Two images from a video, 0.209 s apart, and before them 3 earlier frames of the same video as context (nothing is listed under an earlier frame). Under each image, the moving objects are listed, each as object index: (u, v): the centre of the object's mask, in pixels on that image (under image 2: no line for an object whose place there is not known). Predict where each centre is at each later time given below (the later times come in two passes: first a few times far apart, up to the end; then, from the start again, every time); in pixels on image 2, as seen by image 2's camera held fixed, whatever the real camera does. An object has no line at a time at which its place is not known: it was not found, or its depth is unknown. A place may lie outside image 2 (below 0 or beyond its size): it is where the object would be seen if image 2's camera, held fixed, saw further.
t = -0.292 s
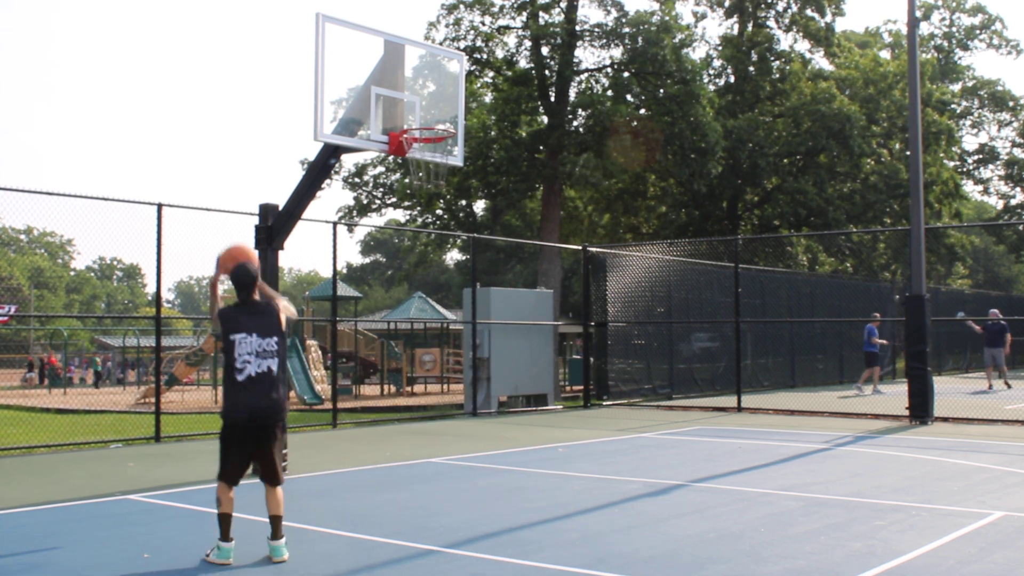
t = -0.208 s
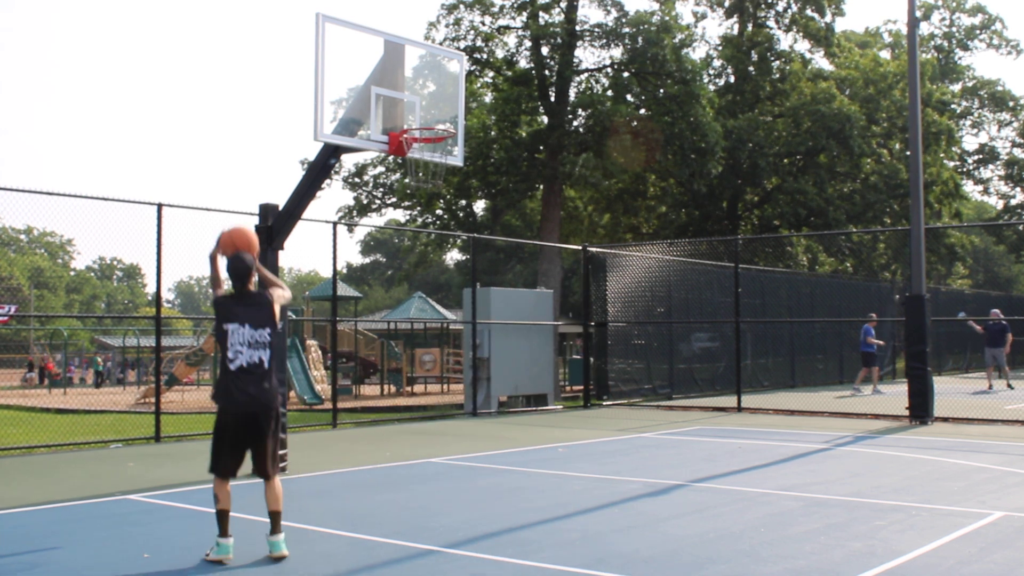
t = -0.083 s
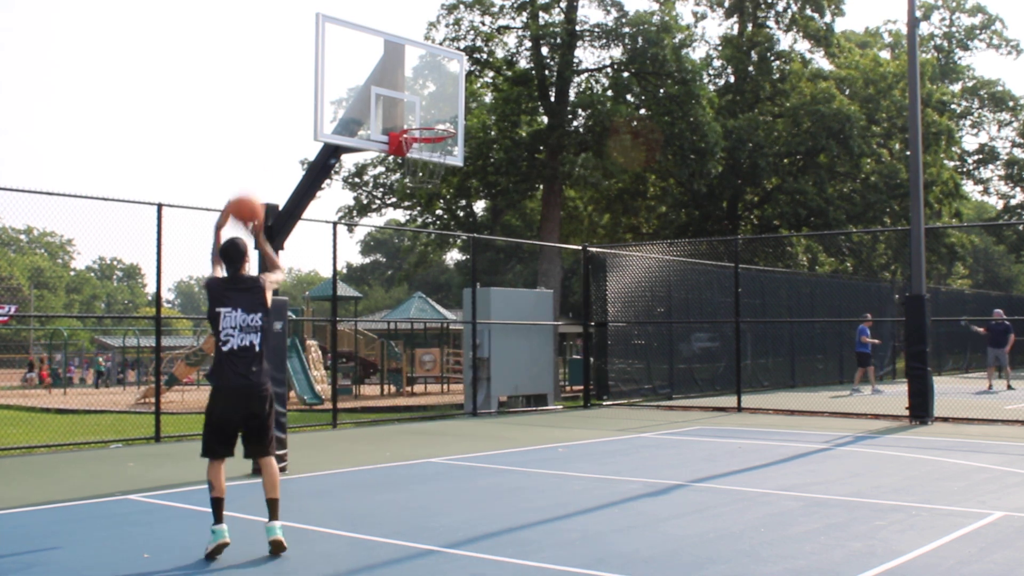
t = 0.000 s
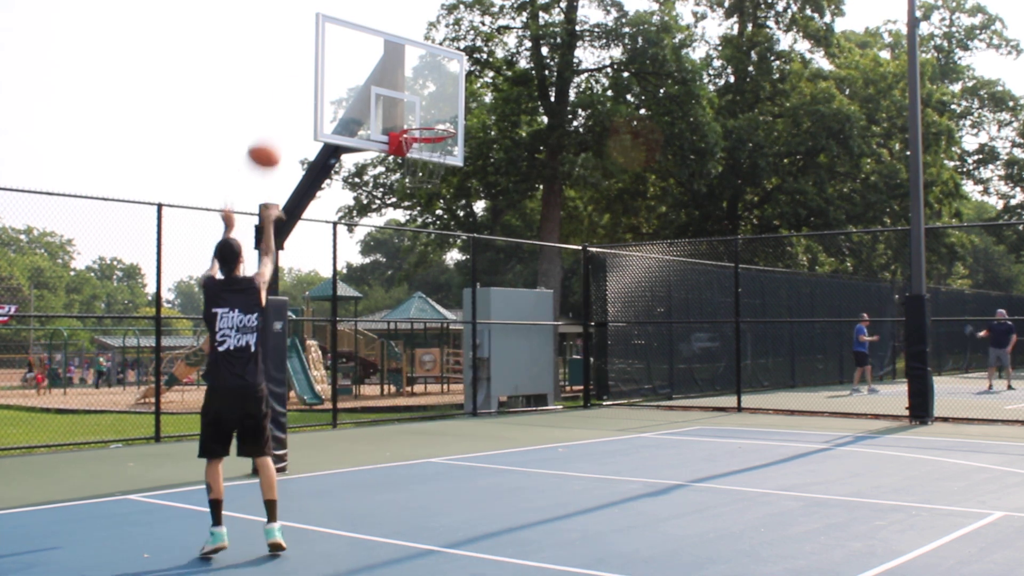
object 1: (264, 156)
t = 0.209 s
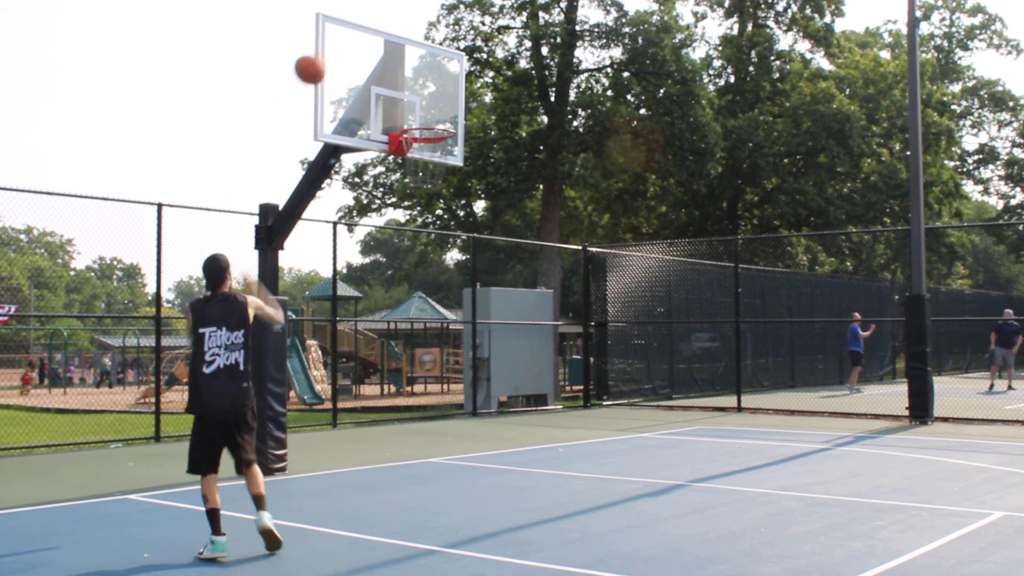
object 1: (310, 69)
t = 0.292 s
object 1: (325, 55)
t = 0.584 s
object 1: (374, 71)
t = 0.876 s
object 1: (443, 147)
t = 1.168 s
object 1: (438, 175)
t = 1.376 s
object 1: (430, 213)
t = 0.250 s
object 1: (317, 61)
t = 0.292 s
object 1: (325, 55)
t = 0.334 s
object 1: (332, 52)
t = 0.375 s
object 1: (339, 51)
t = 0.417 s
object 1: (345, 52)
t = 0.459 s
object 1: (351, 54)
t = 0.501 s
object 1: (357, 59)
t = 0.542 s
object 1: (364, 66)
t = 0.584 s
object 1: (374, 71)
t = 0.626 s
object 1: (385, 76)
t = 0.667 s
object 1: (393, 84)
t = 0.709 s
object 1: (404, 94)
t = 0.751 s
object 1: (416, 106)
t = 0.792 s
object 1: (428, 118)
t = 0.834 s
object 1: (439, 137)
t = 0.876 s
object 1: (443, 147)
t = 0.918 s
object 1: (442, 150)
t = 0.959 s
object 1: (442, 154)
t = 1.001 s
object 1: (442, 158)
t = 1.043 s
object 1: (440, 164)
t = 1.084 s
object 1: (439, 169)
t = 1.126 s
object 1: (438, 172)
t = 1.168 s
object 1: (438, 175)
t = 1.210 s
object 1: (436, 179)
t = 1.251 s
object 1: (434, 185)
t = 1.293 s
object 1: (433, 193)
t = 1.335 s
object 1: (431, 201)
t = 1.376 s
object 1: (430, 213)
